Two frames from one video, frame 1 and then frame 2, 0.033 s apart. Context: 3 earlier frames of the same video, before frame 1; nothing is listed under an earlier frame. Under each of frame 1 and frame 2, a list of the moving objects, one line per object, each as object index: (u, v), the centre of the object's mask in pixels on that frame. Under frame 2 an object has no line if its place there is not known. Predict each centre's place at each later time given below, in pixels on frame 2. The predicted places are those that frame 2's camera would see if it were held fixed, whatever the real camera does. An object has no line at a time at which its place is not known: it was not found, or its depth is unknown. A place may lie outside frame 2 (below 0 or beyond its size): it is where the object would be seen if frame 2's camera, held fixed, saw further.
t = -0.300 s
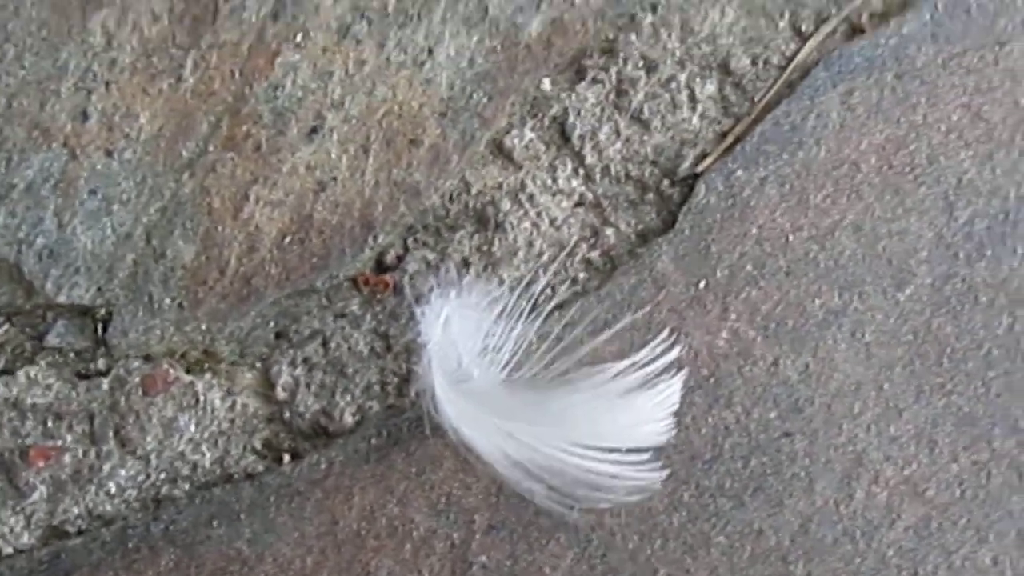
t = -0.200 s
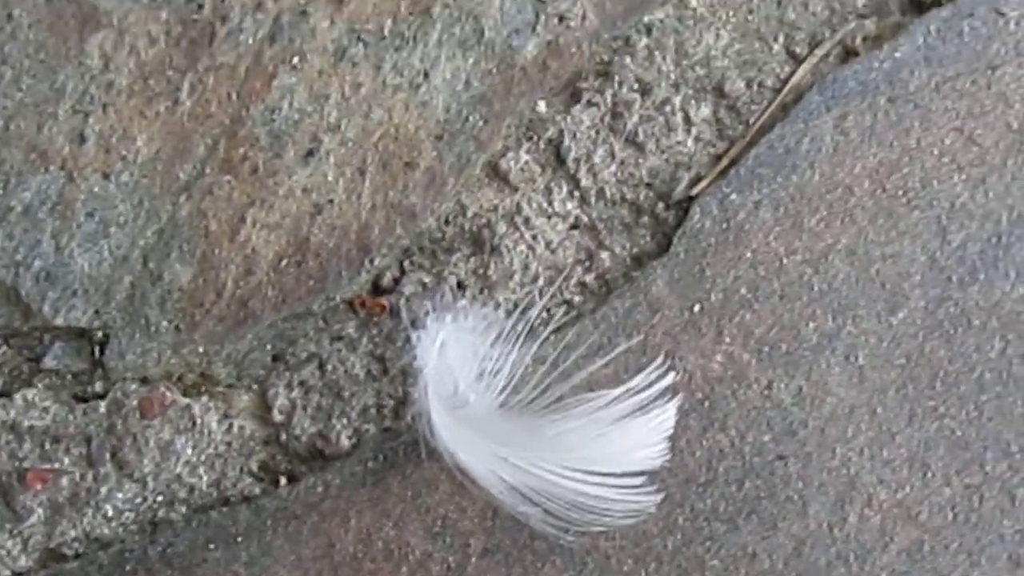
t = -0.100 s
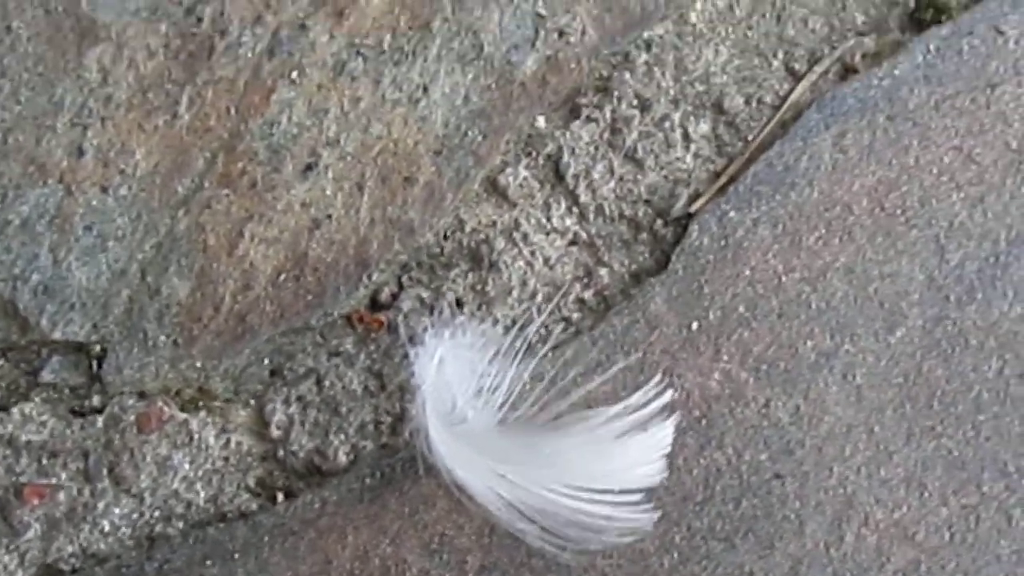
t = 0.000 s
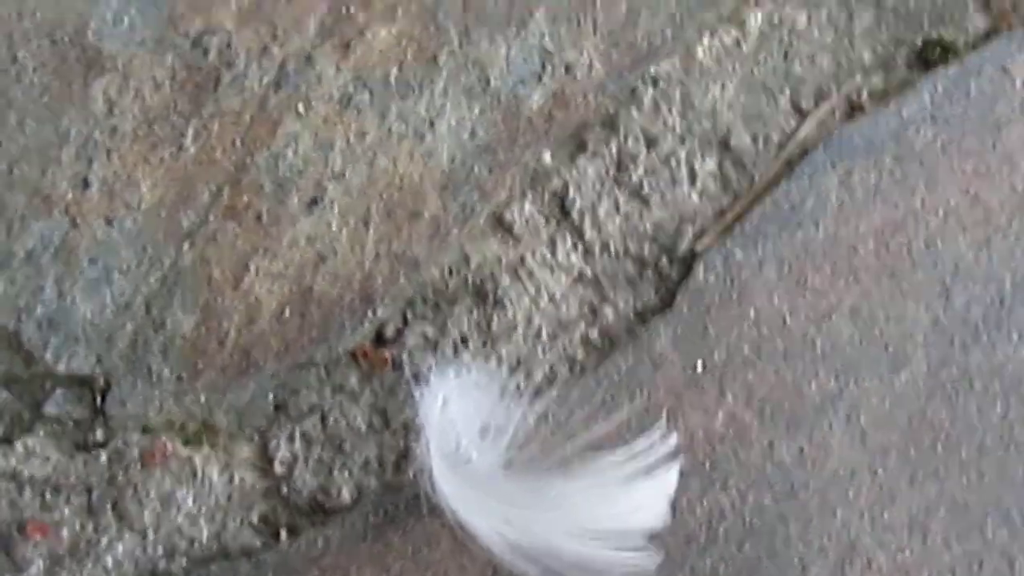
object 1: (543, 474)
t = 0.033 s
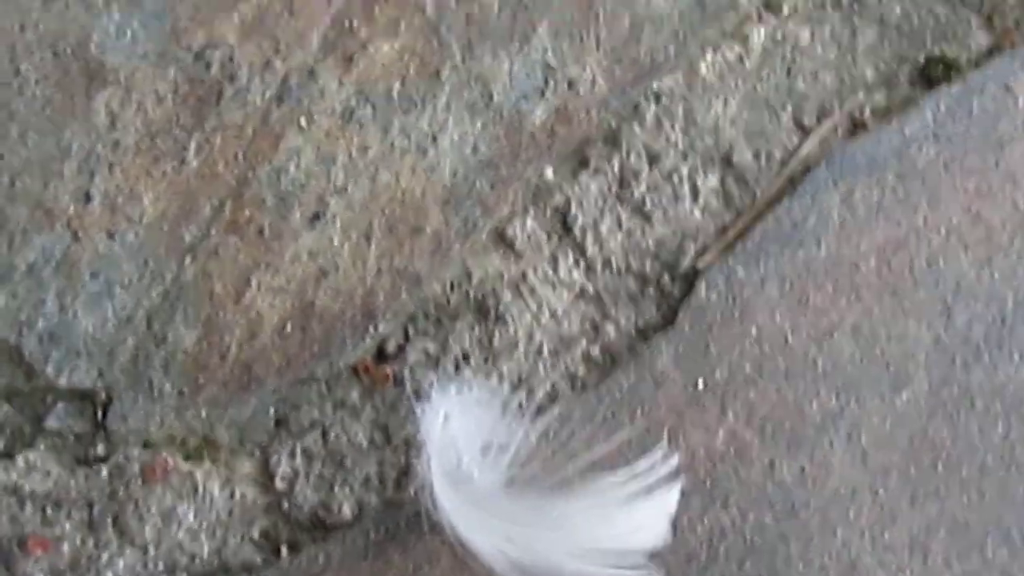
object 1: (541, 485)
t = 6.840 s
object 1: (531, 490)
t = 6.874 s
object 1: (530, 493)
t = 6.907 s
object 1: (530, 494)
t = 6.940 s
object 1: (530, 495)
